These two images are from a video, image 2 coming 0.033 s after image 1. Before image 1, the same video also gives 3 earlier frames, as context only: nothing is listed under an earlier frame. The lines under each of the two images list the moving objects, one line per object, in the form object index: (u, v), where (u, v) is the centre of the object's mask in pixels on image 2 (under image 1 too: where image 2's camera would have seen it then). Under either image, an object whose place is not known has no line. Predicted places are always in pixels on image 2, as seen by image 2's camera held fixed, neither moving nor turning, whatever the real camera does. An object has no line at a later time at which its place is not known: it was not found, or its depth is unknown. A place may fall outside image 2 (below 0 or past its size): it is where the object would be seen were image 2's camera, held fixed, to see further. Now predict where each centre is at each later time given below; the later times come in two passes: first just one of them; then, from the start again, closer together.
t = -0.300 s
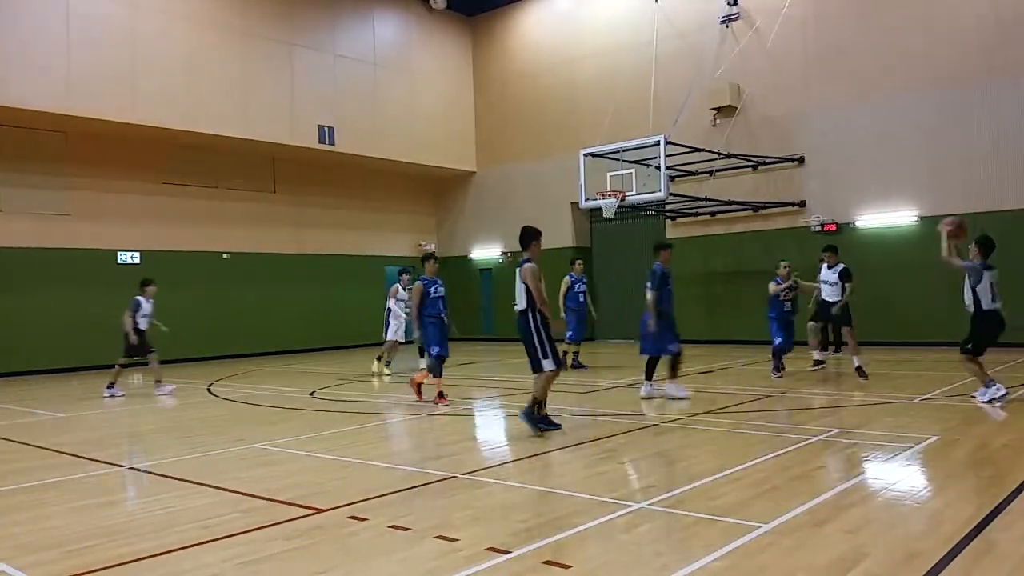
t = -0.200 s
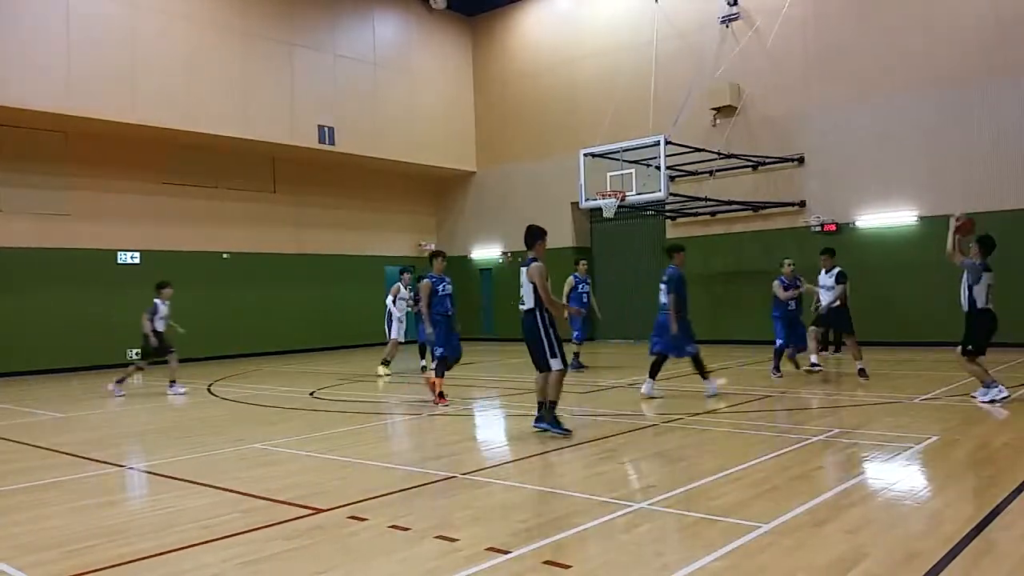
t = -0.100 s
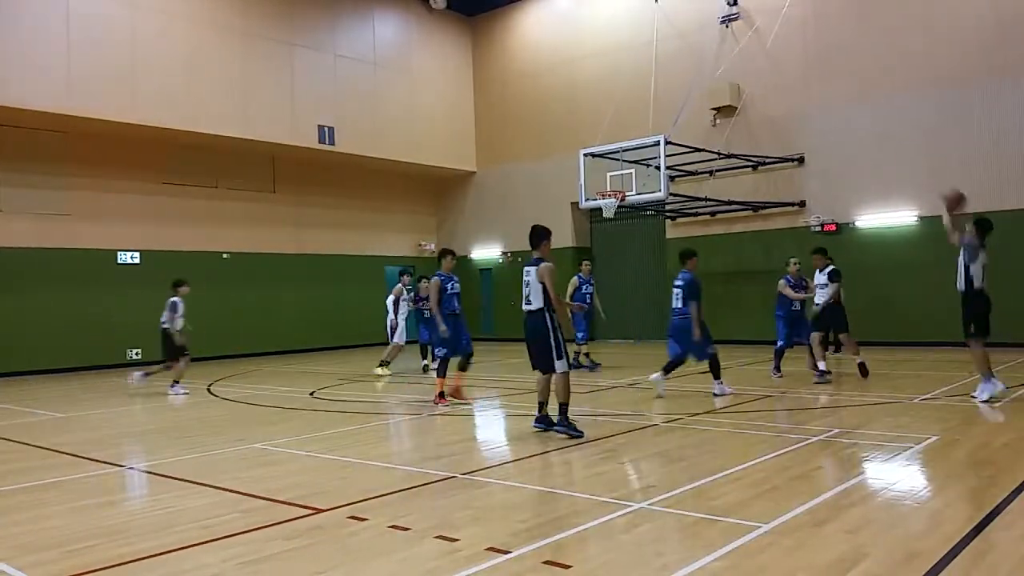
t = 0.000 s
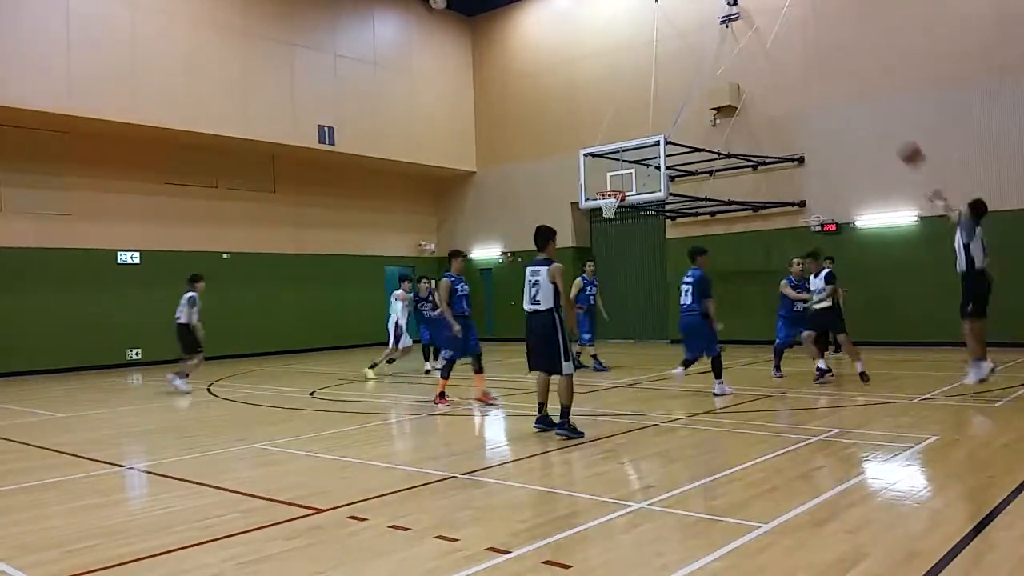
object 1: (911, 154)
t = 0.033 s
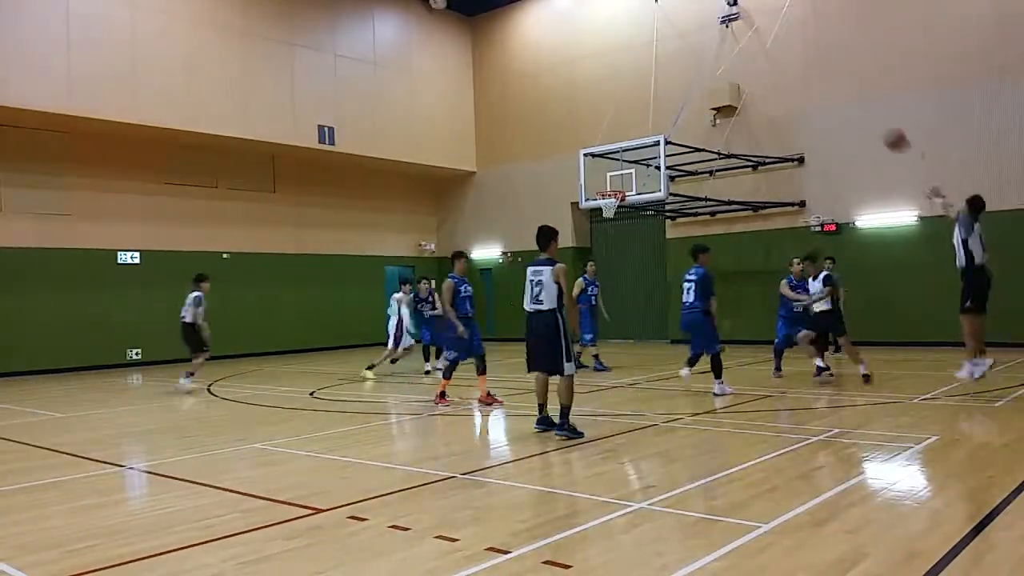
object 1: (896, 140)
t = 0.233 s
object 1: (814, 86)
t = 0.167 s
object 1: (840, 100)
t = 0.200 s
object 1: (827, 93)
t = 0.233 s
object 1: (814, 86)
